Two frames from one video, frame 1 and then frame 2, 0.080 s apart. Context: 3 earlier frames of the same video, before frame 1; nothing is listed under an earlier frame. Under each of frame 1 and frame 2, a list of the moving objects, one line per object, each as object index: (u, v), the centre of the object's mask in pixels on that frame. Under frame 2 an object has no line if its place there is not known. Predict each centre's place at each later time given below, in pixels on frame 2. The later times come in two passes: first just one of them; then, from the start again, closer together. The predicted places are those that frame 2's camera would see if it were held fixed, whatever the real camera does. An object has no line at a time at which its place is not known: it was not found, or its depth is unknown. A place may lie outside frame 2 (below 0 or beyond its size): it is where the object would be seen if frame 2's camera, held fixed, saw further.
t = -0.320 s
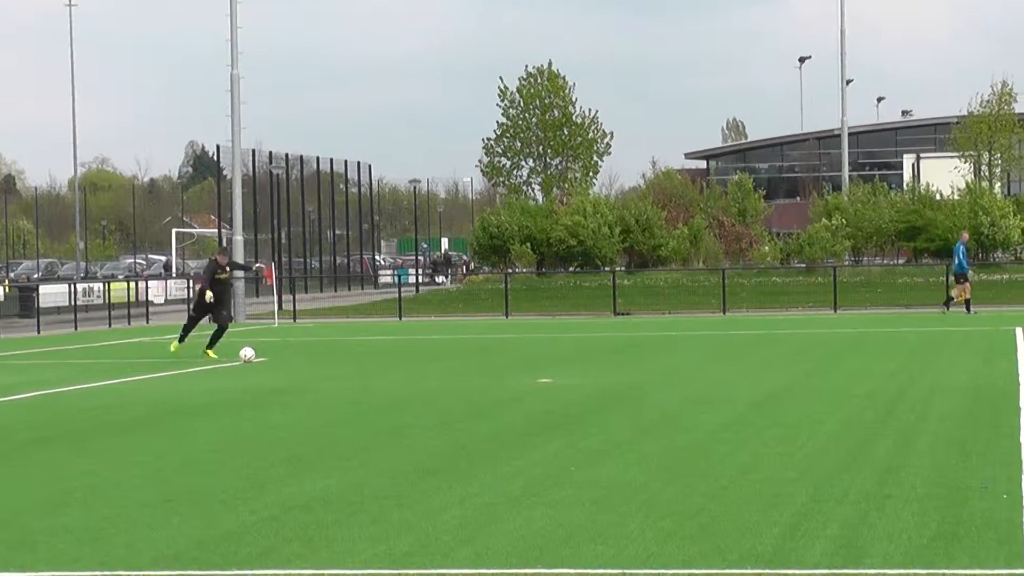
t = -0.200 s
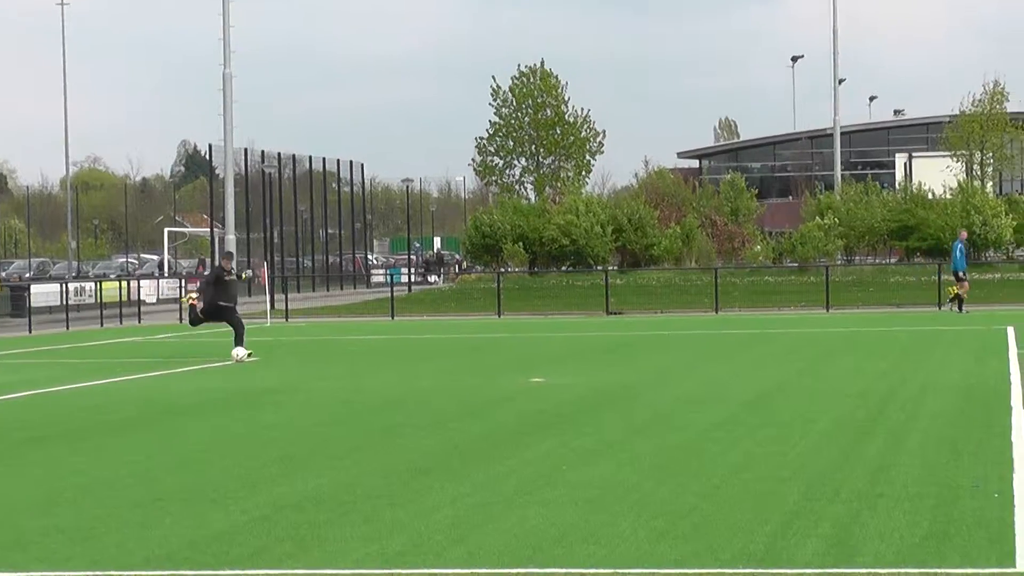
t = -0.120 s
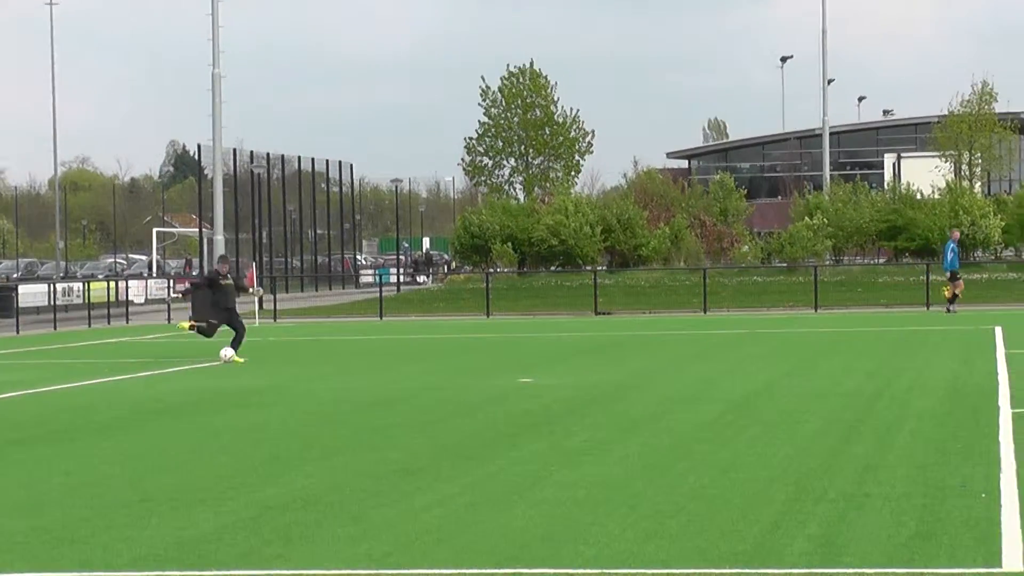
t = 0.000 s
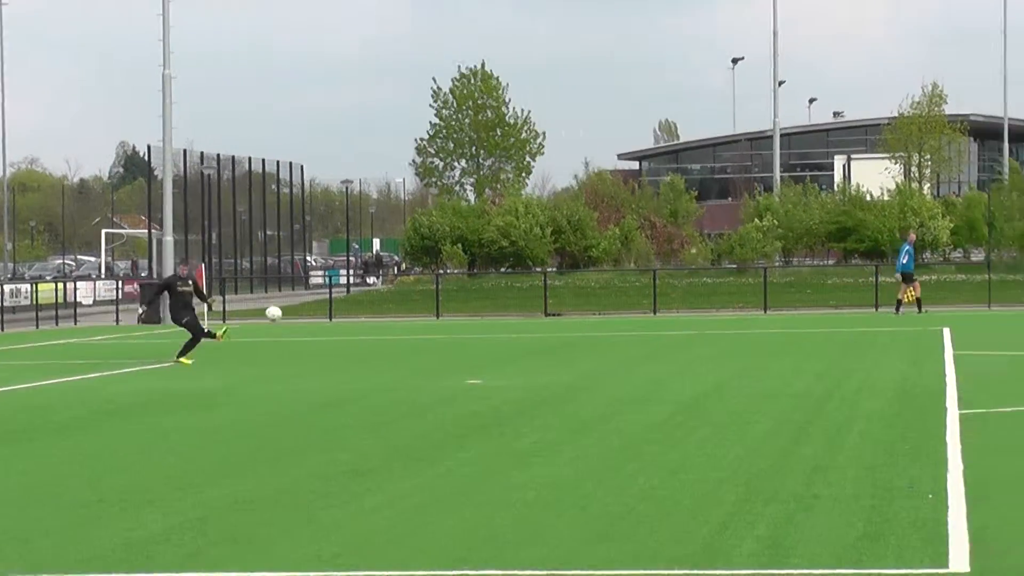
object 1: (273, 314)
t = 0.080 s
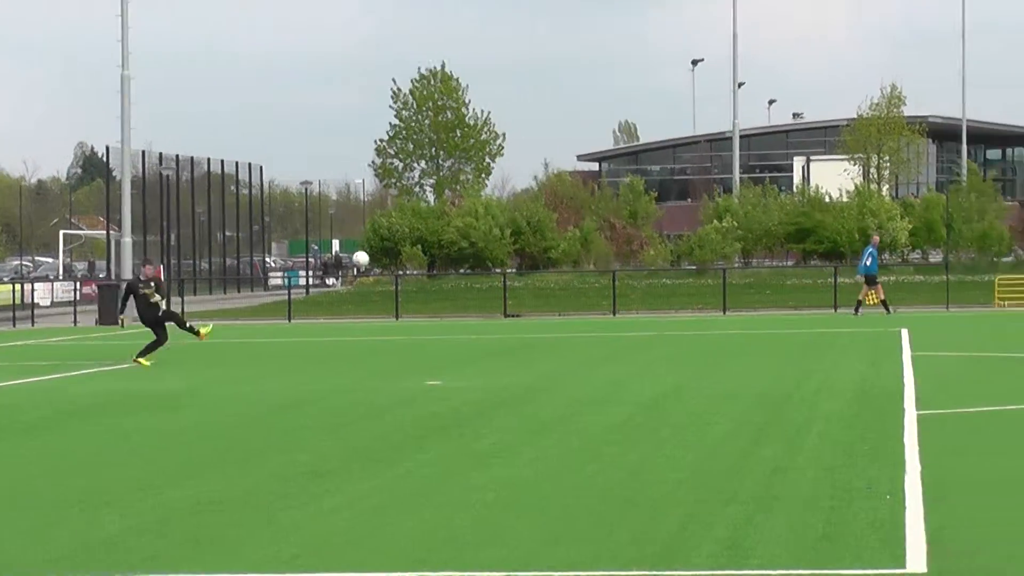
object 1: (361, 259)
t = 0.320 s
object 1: (733, 100)
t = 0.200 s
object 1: (546, 178)
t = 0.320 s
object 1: (733, 100)
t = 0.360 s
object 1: (795, 73)
